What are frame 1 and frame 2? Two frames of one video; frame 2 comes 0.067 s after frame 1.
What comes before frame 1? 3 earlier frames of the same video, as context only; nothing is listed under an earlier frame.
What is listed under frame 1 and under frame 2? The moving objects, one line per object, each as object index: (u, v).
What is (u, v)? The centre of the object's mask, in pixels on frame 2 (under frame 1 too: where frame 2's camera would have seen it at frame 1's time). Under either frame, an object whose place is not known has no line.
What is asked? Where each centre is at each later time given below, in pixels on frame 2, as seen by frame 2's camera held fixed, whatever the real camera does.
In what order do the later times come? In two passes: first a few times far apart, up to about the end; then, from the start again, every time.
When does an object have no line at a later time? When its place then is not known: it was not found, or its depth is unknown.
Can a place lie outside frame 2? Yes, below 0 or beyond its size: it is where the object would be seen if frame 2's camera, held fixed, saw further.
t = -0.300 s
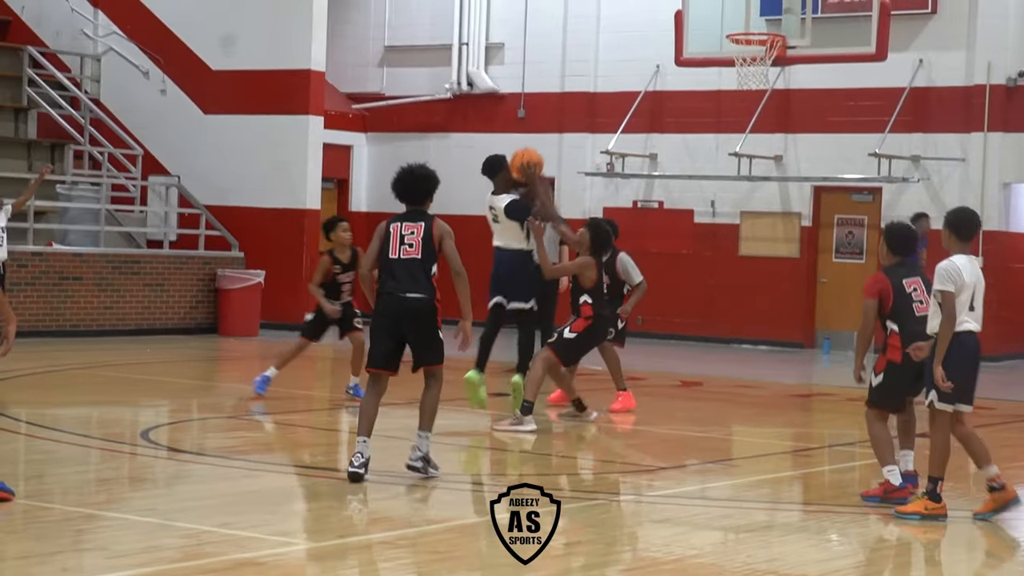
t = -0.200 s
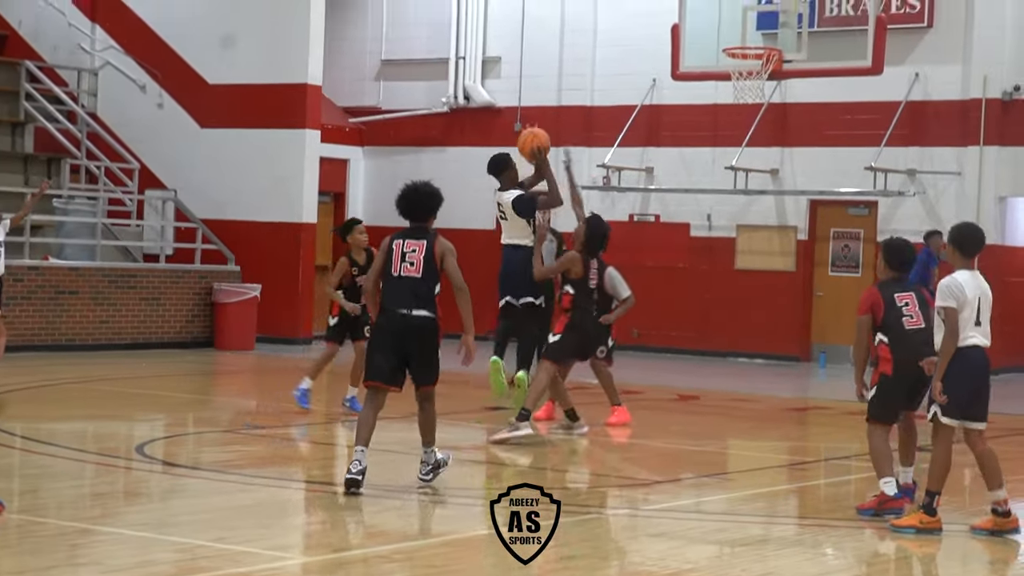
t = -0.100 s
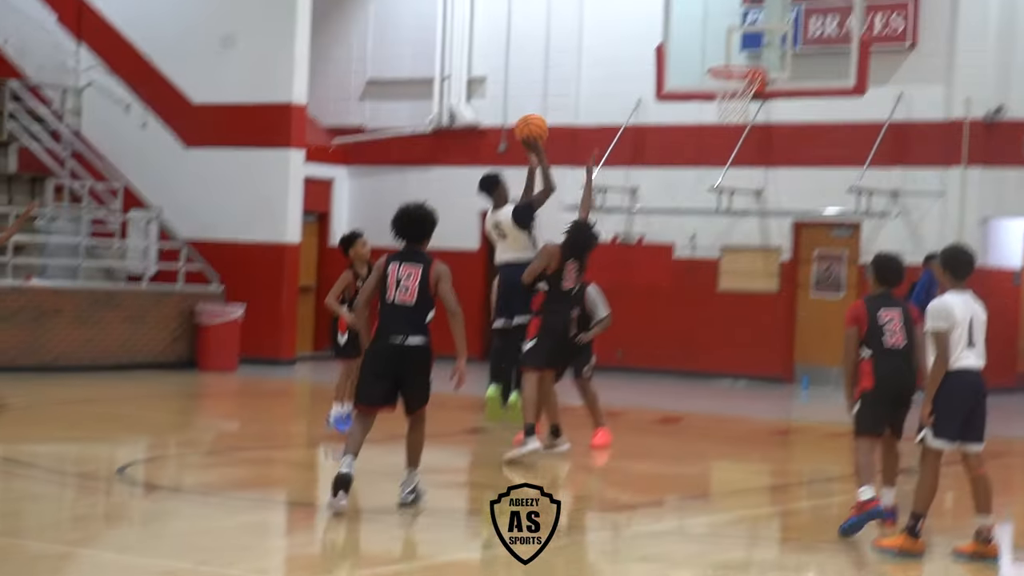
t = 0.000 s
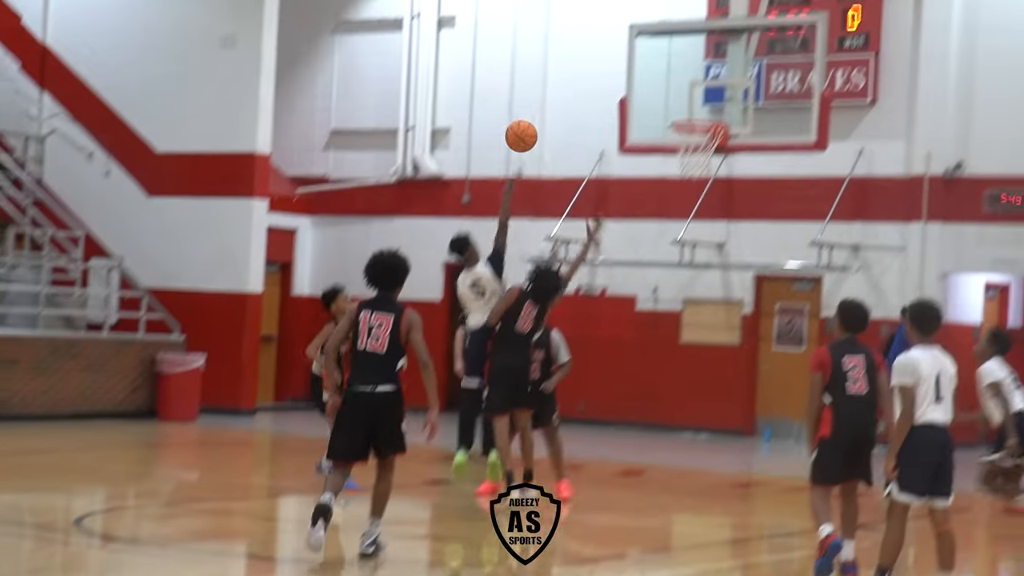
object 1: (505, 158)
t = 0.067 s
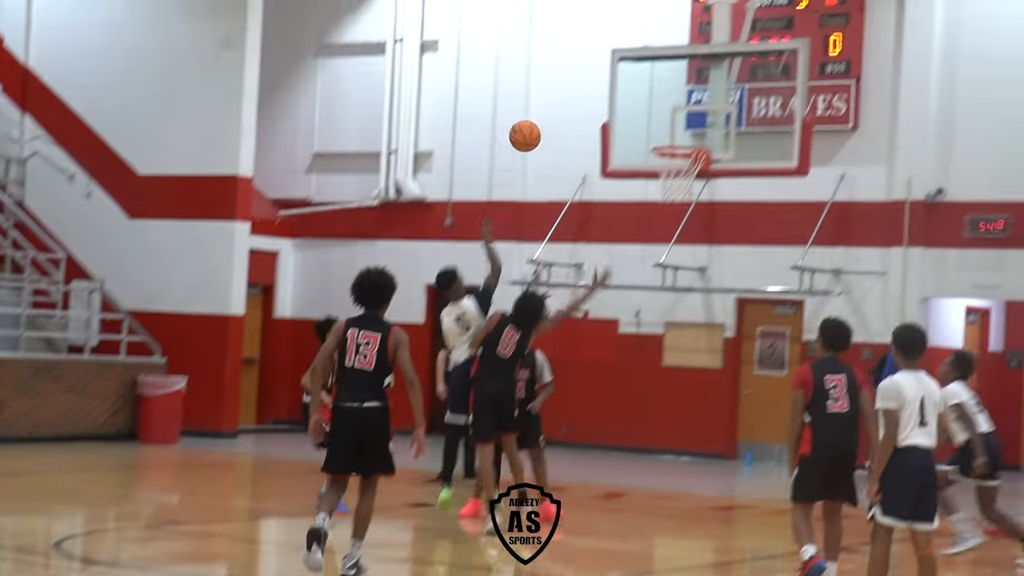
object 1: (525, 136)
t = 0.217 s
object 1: (568, 106)
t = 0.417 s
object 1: (617, 111)
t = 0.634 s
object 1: (646, 127)
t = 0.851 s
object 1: (647, 138)
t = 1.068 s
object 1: (629, 176)
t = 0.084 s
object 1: (530, 131)
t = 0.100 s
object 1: (535, 127)
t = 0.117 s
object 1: (539, 123)
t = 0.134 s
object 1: (544, 119)
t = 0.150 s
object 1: (549, 116)
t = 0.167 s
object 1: (554, 113)
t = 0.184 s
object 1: (559, 110)
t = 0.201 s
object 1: (563, 108)
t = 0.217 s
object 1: (568, 106)
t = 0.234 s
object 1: (572, 105)
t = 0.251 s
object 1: (576, 104)
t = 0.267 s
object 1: (581, 103)
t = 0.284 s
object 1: (585, 102)
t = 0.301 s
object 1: (589, 102)
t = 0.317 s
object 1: (593, 103)
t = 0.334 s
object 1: (597, 103)
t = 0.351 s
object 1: (601, 104)
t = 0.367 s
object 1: (606, 105)
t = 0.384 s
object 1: (610, 106)
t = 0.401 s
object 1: (613, 108)
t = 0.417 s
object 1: (617, 111)
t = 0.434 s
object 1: (621, 113)
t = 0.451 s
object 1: (625, 116)
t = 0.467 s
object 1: (629, 119)
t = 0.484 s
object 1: (633, 122)
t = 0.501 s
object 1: (636, 126)
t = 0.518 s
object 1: (640, 131)
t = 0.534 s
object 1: (644, 135)
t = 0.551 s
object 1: (645, 136)
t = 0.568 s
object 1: (645, 133)
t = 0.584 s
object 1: (645, 131)
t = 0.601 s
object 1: (645, 129)
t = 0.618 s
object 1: (645, 128)
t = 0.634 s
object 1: (646, 127)
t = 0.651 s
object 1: (646, 126)
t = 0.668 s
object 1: (646, 125)
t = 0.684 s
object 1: (646, 125)
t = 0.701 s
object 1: (646, 125)
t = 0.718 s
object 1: (646, 125)
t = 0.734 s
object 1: (647, 125)
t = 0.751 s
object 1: (647, 126)
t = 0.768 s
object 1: (647, 128)
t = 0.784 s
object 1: (646, 129)
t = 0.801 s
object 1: (647, 131)
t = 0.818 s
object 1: (647, 134)
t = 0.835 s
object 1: (647, 136)
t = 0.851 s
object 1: (647, 138)
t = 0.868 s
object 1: (646, 140)
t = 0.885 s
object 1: (646, 143)
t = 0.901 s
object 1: (645, 147)
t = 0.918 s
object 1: (644, 150)
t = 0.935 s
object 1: (642, 153)
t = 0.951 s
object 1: (640, 155)
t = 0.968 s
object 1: (638, 158)
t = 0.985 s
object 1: (637, 161)
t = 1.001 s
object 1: (636, 163)
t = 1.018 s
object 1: (635, 166)
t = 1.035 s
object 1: (634, 169)
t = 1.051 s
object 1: (632, 173)
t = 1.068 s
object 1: (629, 176)
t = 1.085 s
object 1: (627, 181)
